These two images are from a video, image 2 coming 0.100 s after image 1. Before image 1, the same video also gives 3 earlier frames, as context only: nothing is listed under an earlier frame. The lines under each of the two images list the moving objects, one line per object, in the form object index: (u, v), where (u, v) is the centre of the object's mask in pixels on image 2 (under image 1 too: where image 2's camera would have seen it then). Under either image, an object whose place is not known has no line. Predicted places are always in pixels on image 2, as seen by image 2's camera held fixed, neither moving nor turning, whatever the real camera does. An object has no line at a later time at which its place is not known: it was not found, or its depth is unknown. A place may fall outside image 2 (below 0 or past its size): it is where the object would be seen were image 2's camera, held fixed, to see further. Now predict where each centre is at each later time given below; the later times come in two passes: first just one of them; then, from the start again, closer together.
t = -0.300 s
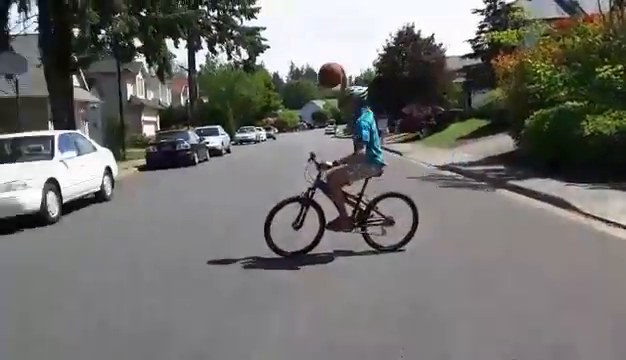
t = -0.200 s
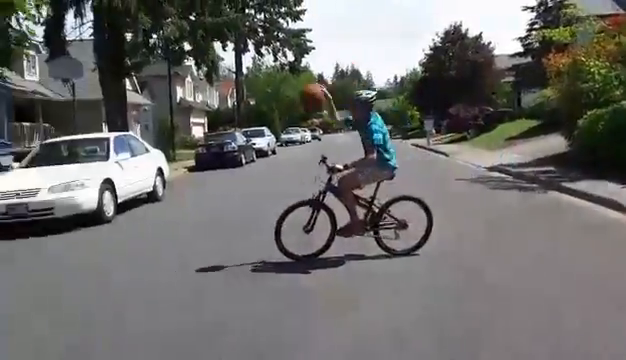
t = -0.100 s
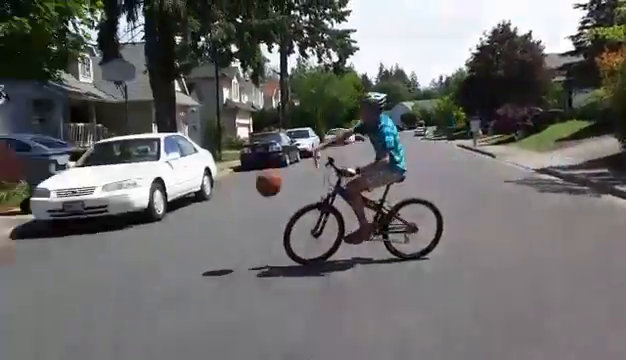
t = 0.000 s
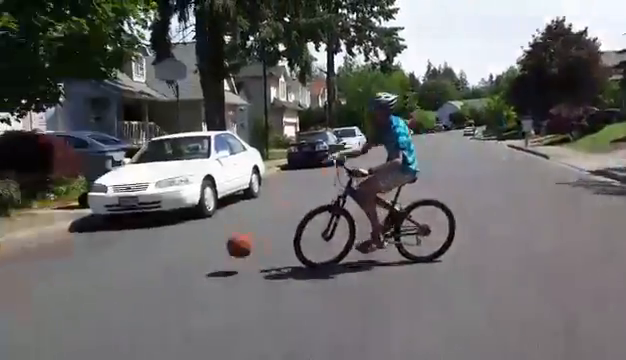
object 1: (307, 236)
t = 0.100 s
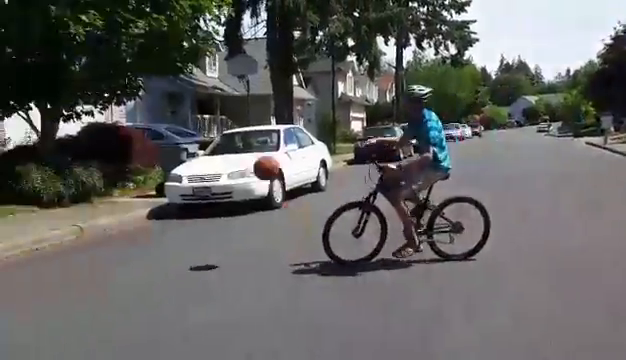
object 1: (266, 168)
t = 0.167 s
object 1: (238, 125)
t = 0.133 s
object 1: (252, 145)
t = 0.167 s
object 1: (238, 125)
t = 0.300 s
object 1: (181, 54)
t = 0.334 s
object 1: (167, 38)
